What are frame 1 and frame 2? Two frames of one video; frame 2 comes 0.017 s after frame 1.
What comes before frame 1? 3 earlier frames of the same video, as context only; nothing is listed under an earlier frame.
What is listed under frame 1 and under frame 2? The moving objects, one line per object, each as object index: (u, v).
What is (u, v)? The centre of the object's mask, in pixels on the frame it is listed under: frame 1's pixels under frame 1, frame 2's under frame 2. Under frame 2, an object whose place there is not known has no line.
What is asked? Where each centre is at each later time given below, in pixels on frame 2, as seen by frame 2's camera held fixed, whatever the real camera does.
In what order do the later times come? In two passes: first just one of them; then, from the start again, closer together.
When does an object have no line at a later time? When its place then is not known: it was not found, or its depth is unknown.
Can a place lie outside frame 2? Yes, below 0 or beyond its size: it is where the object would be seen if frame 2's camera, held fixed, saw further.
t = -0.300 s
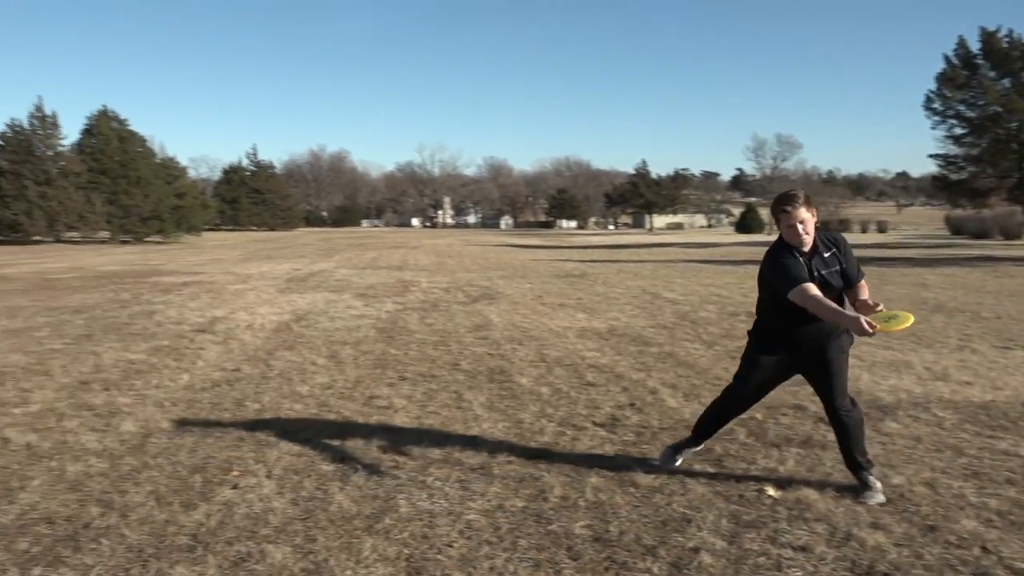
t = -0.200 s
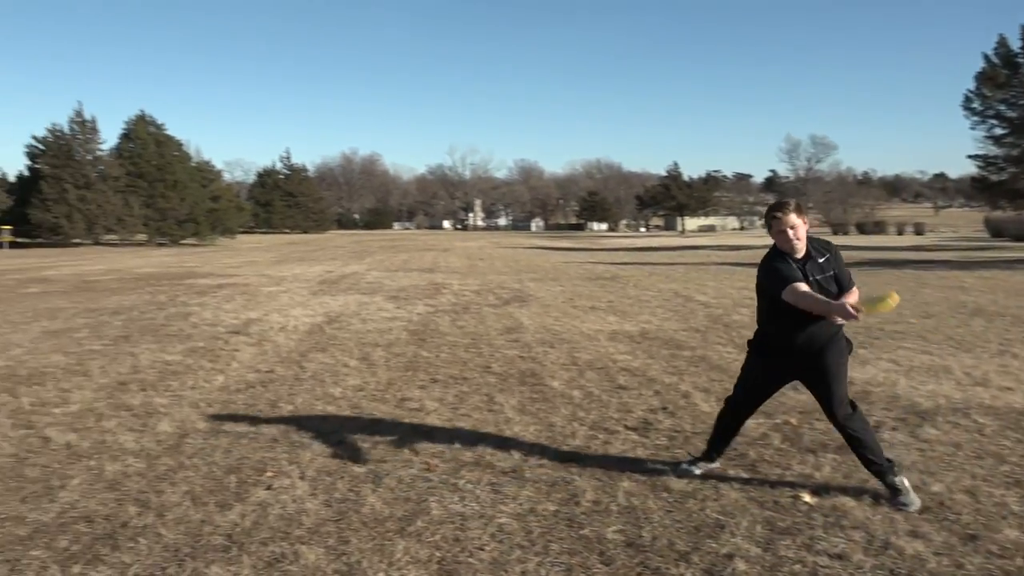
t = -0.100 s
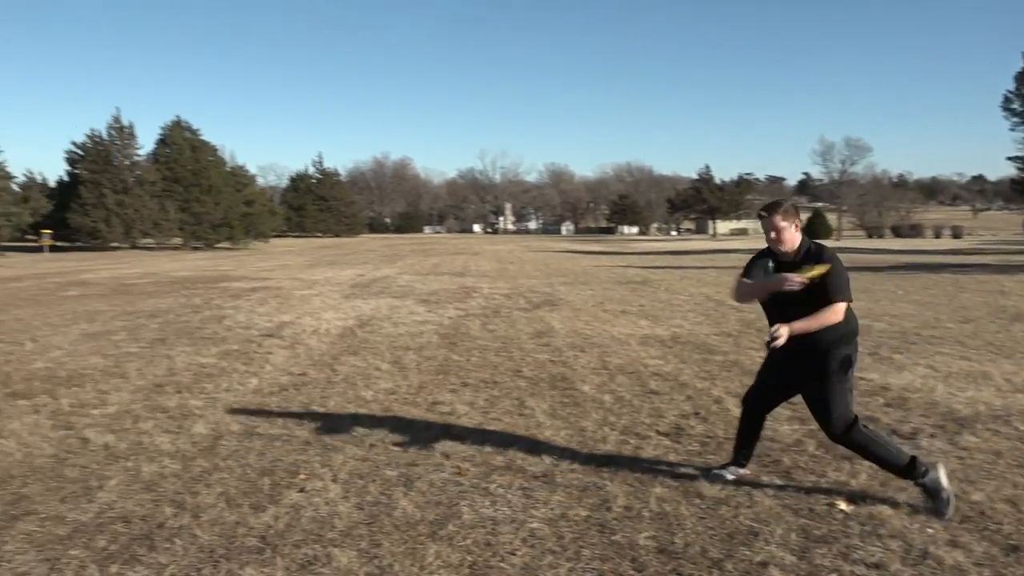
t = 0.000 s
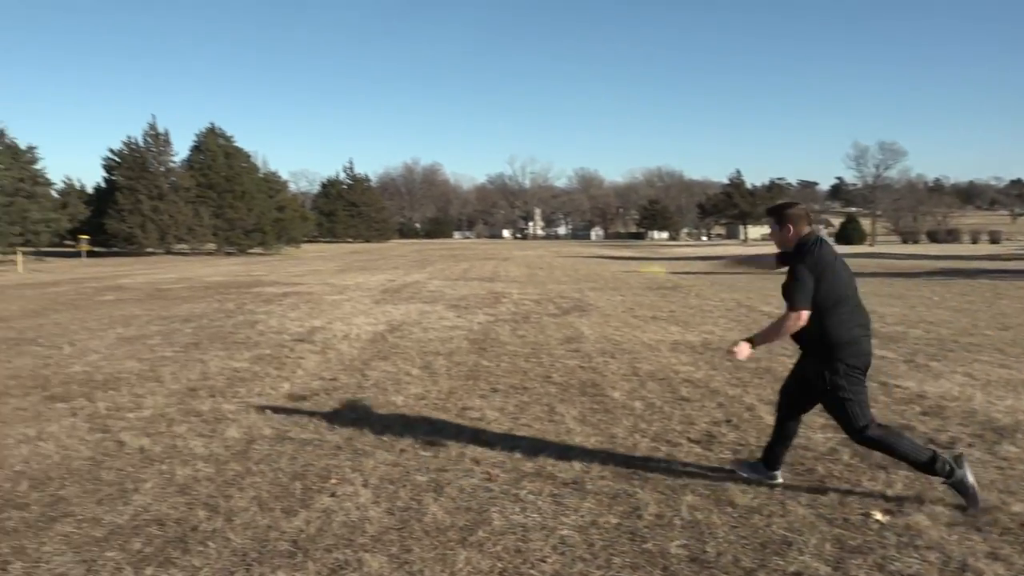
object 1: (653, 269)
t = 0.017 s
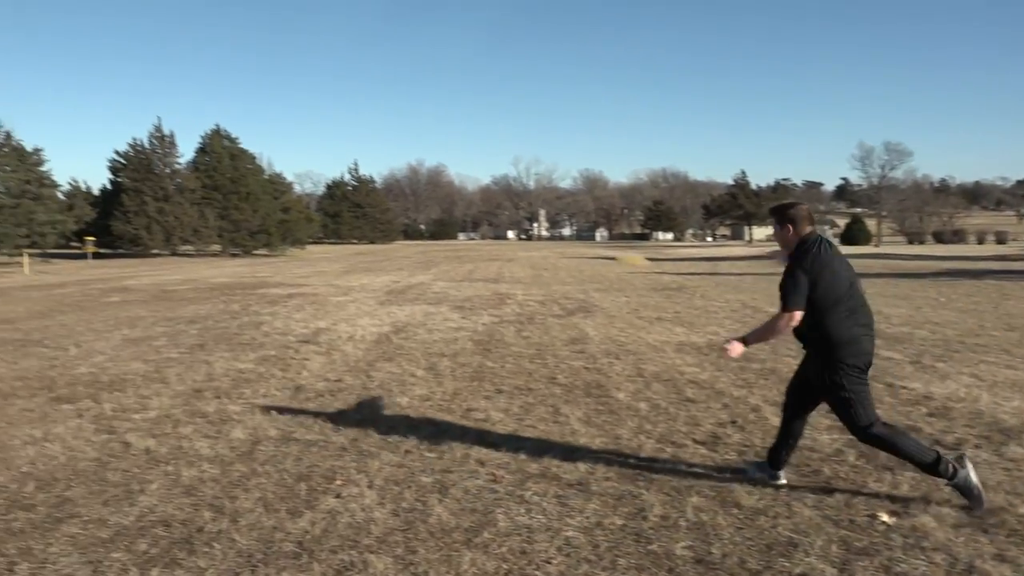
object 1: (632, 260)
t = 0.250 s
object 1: (487, 196)
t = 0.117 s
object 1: (546, 219)
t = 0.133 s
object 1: (534, 215)
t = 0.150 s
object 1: (528, 212)
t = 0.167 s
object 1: (519, 208)
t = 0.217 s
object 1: (499, 200)
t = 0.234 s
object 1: (492, 198)
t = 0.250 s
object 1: (487, 196)
